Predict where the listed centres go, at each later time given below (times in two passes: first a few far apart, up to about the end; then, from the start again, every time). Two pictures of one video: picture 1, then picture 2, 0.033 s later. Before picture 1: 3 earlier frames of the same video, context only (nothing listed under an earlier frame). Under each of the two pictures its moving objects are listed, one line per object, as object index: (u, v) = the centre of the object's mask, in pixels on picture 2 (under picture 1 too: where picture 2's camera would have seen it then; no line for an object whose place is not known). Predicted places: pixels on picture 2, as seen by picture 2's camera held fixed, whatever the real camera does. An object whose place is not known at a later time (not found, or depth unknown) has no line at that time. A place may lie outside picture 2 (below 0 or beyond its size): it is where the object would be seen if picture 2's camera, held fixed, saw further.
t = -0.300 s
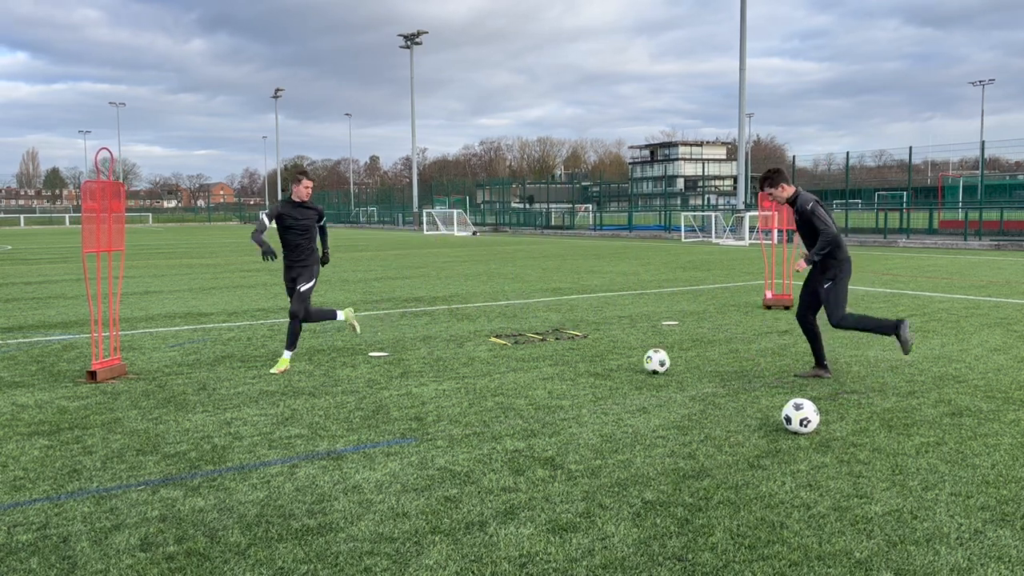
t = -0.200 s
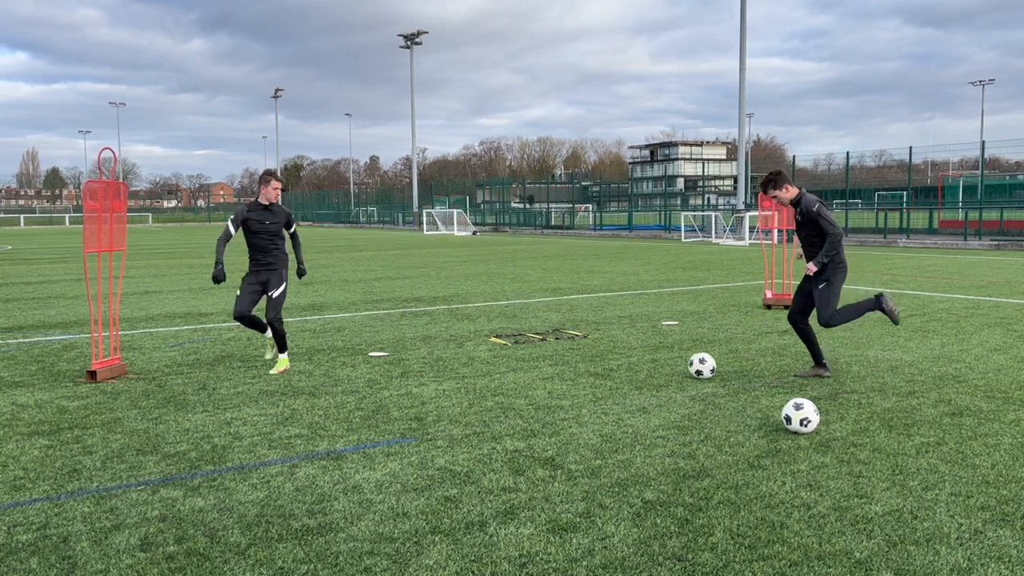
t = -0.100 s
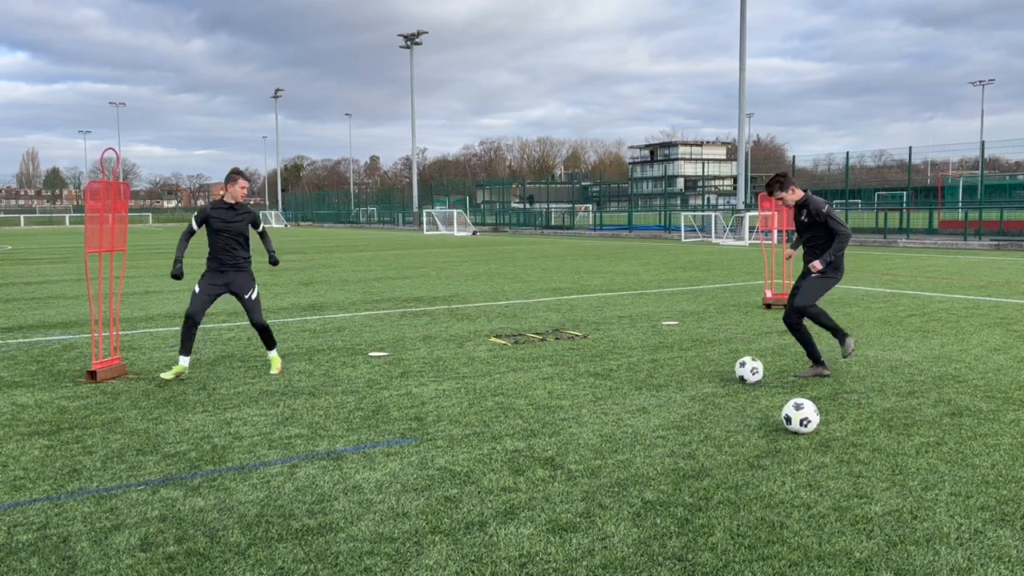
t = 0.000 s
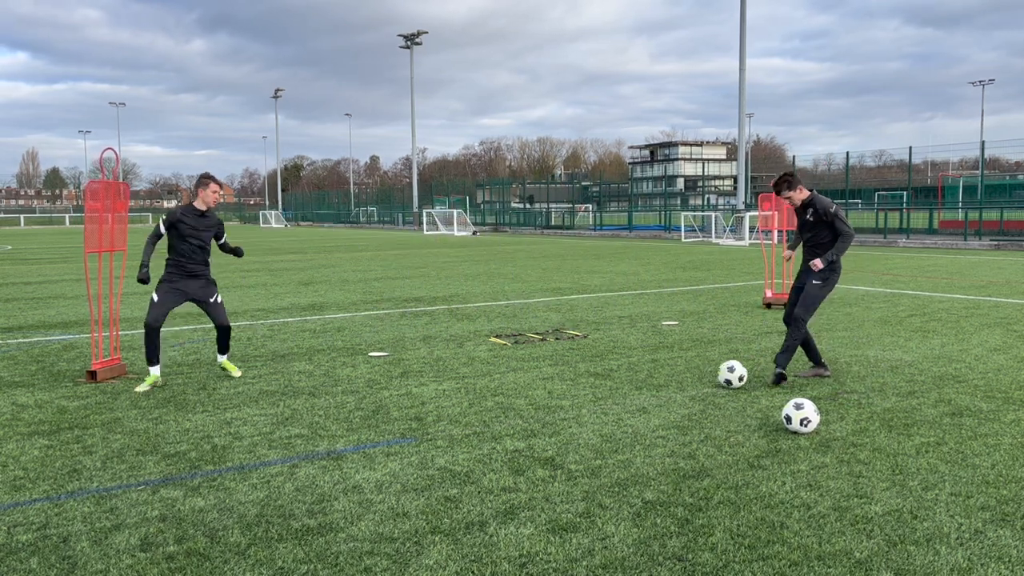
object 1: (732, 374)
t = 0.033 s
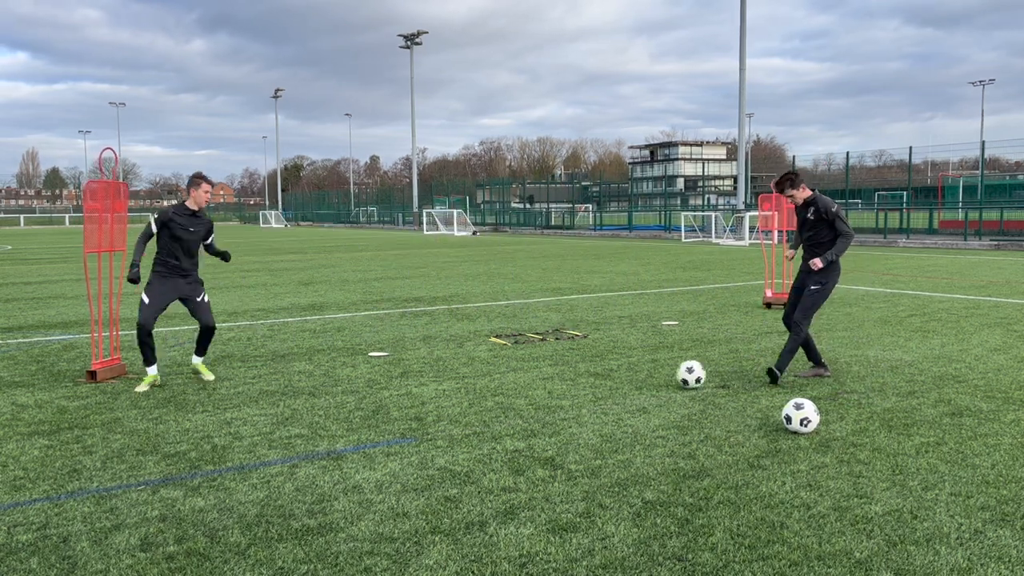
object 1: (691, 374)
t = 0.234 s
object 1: (458, 379)
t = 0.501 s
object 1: (197, 386)
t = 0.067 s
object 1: (650, 374)
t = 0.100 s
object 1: (610, 375)
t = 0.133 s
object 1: (570, 377)
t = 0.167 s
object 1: (531, 380)
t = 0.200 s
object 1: (494, 380)
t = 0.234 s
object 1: (458, 379)
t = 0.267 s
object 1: (422, 380)
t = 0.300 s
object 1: (386, 383)
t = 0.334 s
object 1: (352, 384)
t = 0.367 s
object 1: (320, 384)
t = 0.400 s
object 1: (288, 385)
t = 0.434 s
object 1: (256, 387)
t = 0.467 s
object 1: (226, 387)
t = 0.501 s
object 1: (197, 386)
